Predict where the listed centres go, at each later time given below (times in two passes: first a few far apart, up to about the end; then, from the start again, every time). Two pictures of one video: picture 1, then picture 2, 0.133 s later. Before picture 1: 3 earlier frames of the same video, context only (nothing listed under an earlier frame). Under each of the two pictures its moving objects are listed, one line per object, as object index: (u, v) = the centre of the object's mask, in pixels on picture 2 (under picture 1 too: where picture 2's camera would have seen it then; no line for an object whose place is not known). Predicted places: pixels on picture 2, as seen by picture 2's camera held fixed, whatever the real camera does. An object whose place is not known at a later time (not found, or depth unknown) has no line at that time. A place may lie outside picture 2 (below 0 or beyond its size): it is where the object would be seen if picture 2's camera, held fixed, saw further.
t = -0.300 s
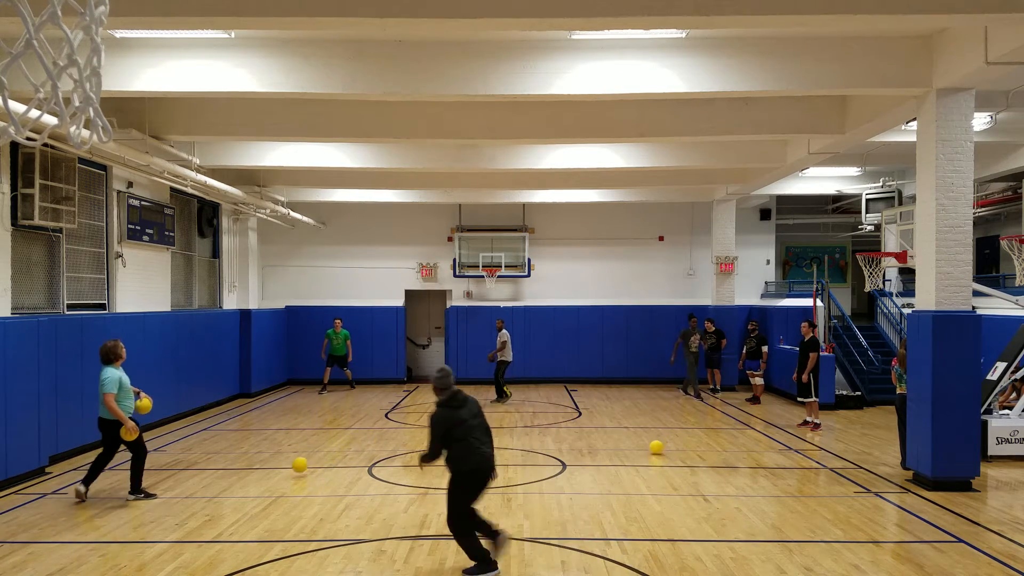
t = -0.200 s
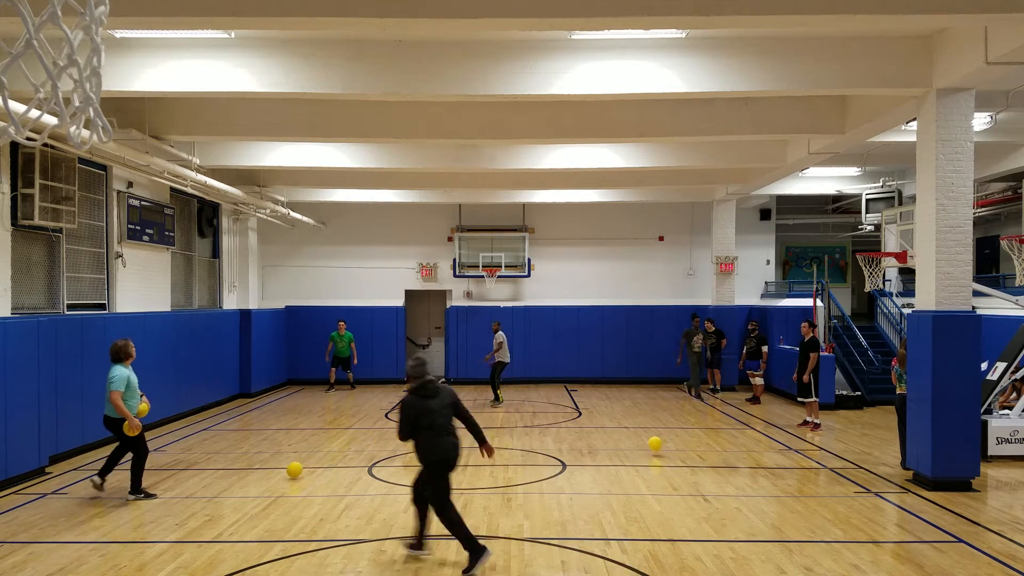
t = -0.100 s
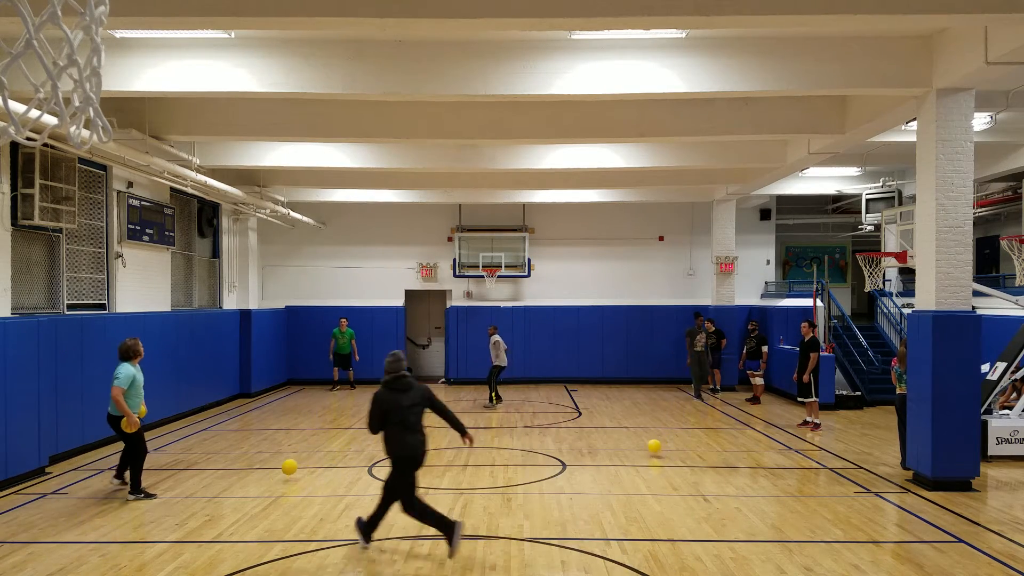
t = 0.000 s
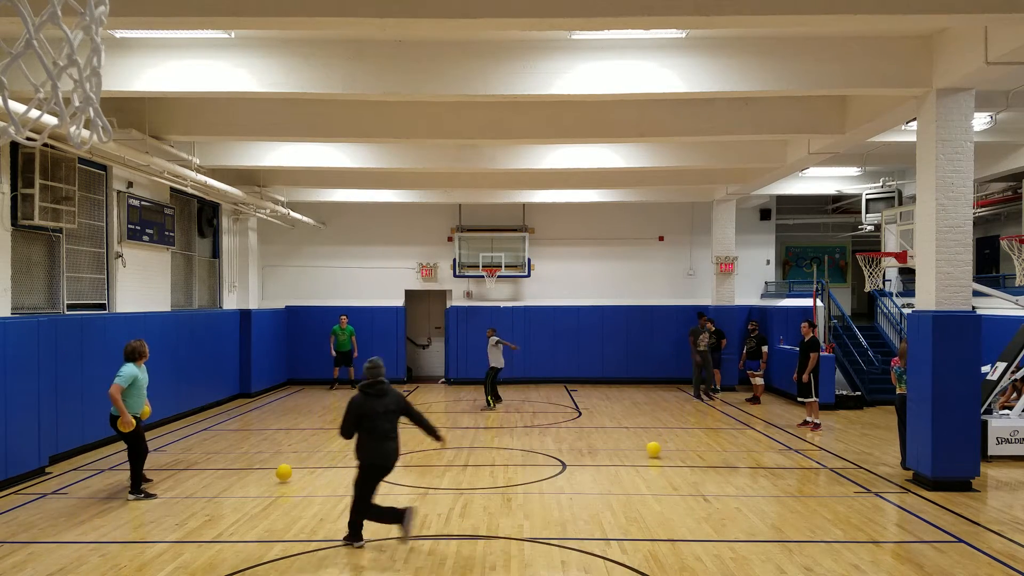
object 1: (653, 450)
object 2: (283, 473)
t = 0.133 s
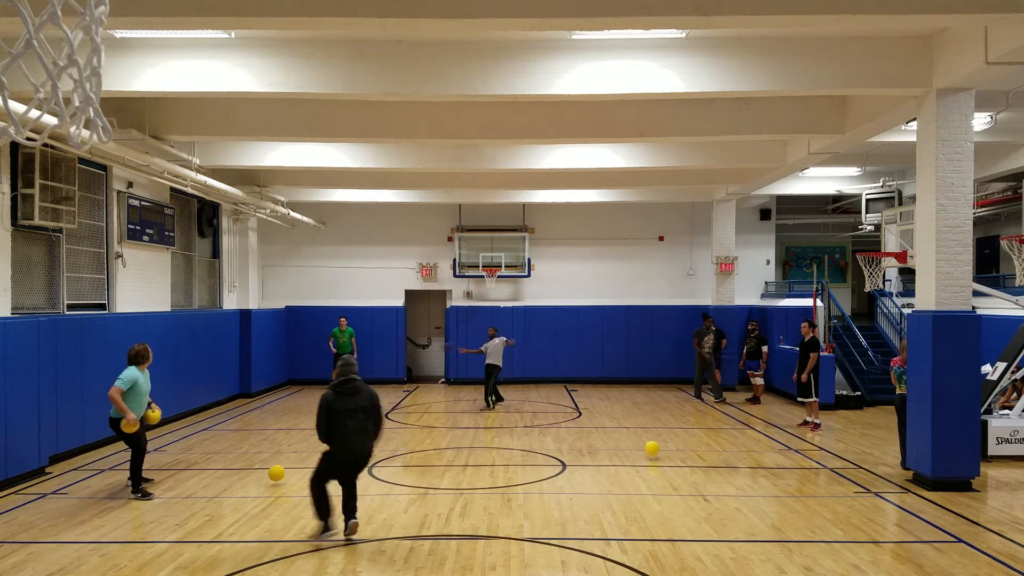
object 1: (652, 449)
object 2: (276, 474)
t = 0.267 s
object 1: (650, 453)
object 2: (268, 479)
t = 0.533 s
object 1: (648, 455)
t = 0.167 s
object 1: (651, 451)
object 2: (274, 474)
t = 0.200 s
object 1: (651, 453)
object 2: (272, 474)
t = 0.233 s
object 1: (650, 454)
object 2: (270, 476)
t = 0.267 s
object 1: (650, 453)
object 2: (268, 479)
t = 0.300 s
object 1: (650, 452)
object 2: (265, 482)
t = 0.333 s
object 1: (650, 452)
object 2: (264, 481)
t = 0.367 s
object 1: (650, 452)
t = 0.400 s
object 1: (649, 454)
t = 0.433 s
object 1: (649, 456)
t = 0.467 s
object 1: (648, 457)
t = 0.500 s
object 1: (648, 456)
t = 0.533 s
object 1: (648, 455)
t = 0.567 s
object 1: (648, 455)
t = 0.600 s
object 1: (648, 455)
